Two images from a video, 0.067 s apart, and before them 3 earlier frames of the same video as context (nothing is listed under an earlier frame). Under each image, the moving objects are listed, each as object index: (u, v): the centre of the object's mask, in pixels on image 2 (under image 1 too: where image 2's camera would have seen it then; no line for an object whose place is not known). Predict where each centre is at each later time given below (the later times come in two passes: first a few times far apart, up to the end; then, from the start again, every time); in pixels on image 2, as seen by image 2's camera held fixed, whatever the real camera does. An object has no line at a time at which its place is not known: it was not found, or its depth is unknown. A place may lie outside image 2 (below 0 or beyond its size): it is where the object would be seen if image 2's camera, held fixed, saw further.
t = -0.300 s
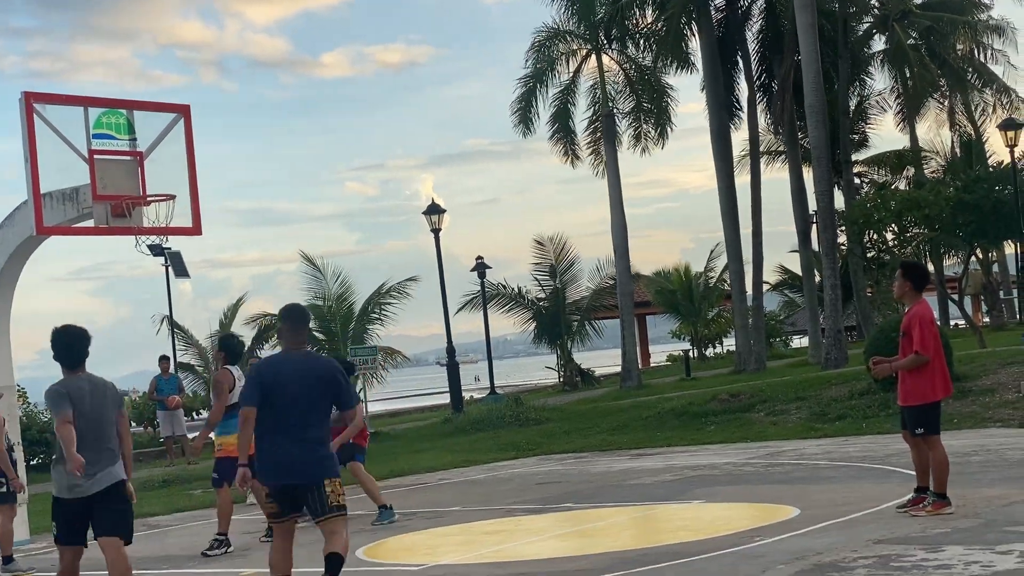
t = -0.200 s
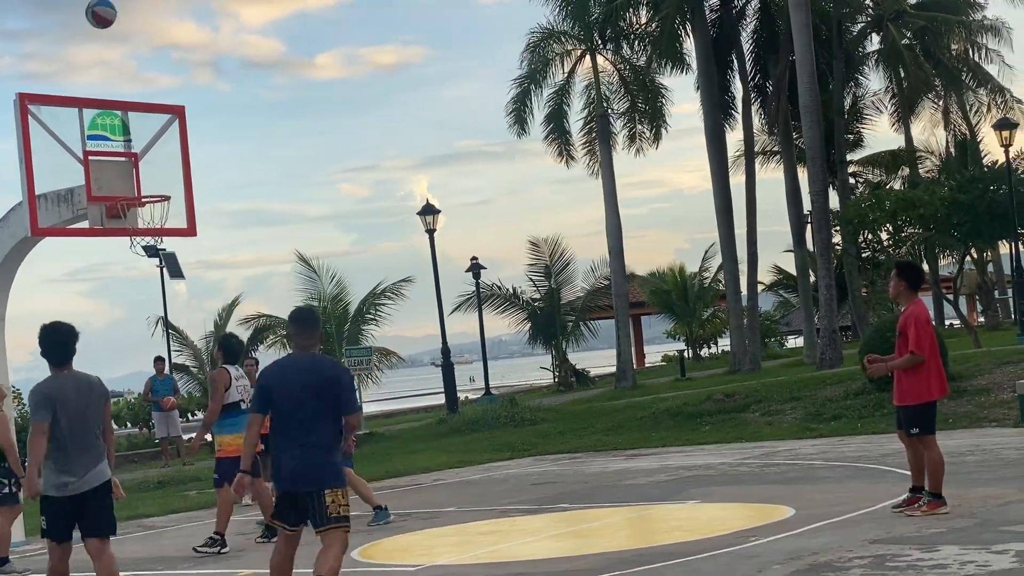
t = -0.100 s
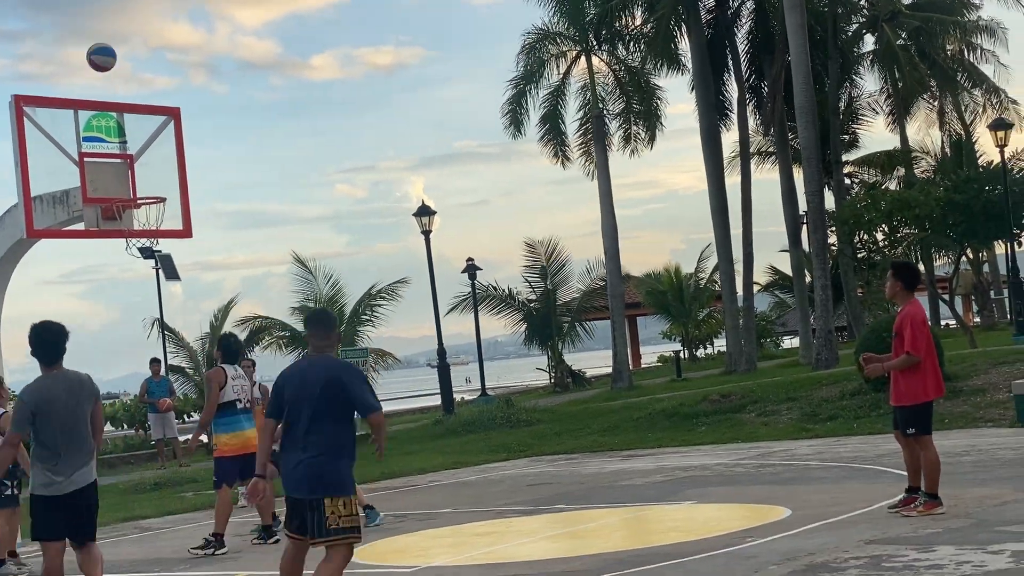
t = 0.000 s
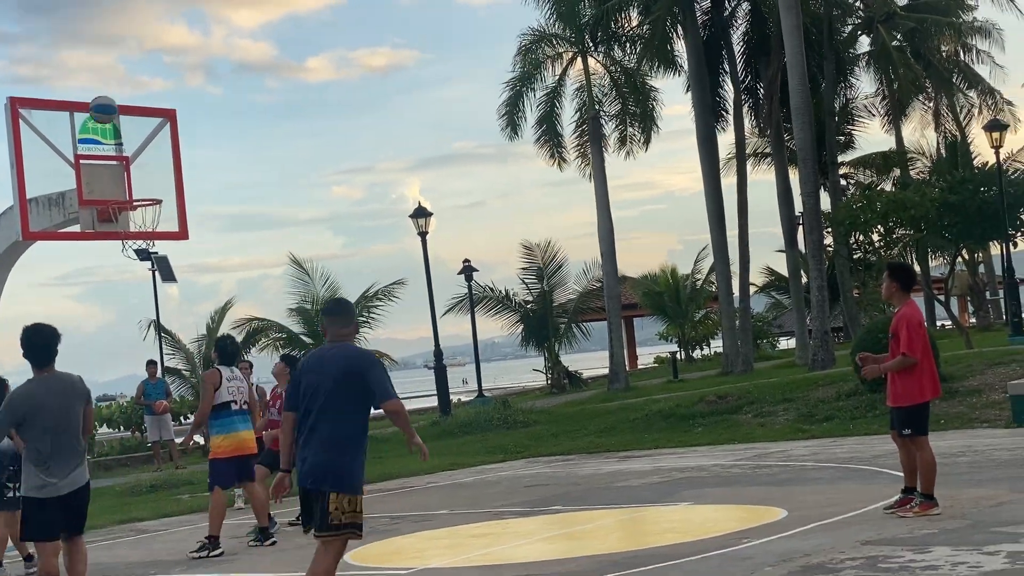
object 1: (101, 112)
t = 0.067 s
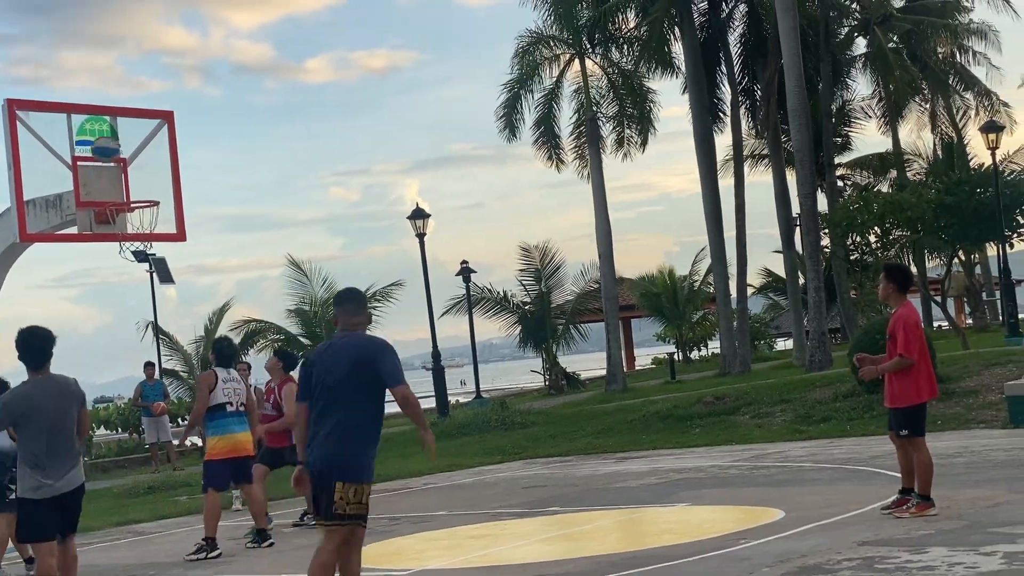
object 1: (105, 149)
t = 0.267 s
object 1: (127, 149)
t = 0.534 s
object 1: (180, 107)
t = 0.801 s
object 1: (234, 138)
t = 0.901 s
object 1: (256, 169)
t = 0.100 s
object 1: (107, 170)
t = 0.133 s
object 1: (109, 190)
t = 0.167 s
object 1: (110, 187)
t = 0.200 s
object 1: (116, 172)
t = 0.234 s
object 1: (121, 160)
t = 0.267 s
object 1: (127, 149)
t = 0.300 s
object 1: (133, 140)
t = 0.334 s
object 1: (138, 131)
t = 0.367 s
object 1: (145, 124)
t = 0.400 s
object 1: (152, 119)
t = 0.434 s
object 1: (160, 114)
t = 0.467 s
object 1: (167, 111)
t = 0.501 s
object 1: (173, 108)
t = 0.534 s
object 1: (180, 107)
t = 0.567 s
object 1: (186, 107)
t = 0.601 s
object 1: (193, 108)
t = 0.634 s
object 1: (199, 111)
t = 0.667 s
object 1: (206, 114)
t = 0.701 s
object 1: (213, 118)
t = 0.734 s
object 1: (220, 124)
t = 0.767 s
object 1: (227, 130)
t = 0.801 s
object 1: (234, 138)
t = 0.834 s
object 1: (241, 147)
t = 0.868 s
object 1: (249, 158)
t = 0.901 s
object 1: (256, 169)
